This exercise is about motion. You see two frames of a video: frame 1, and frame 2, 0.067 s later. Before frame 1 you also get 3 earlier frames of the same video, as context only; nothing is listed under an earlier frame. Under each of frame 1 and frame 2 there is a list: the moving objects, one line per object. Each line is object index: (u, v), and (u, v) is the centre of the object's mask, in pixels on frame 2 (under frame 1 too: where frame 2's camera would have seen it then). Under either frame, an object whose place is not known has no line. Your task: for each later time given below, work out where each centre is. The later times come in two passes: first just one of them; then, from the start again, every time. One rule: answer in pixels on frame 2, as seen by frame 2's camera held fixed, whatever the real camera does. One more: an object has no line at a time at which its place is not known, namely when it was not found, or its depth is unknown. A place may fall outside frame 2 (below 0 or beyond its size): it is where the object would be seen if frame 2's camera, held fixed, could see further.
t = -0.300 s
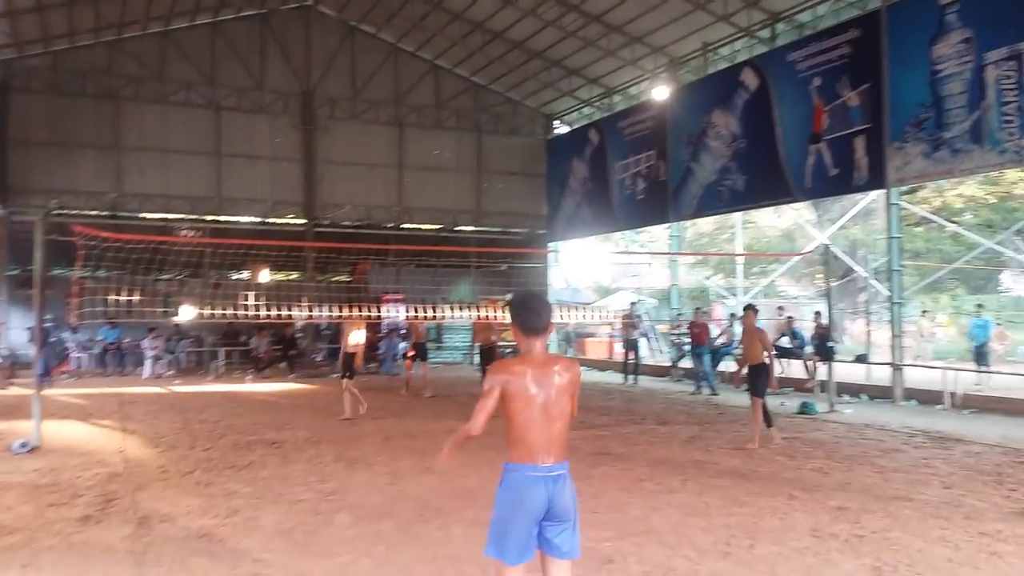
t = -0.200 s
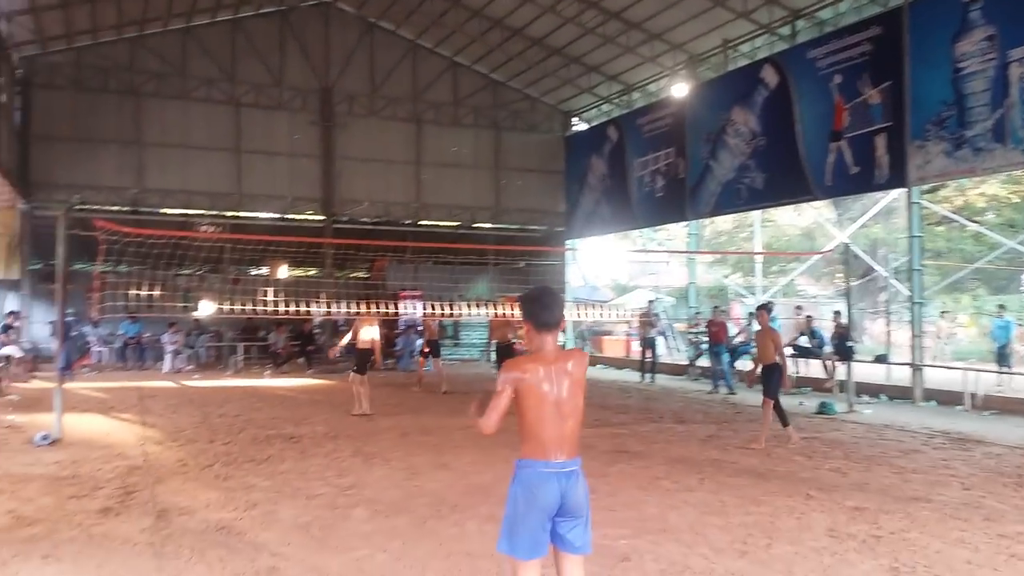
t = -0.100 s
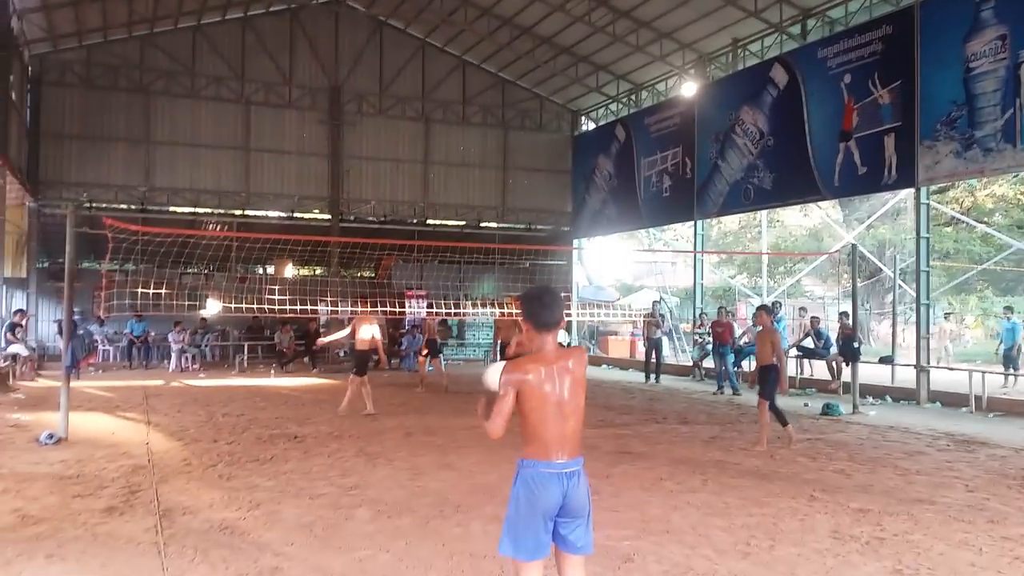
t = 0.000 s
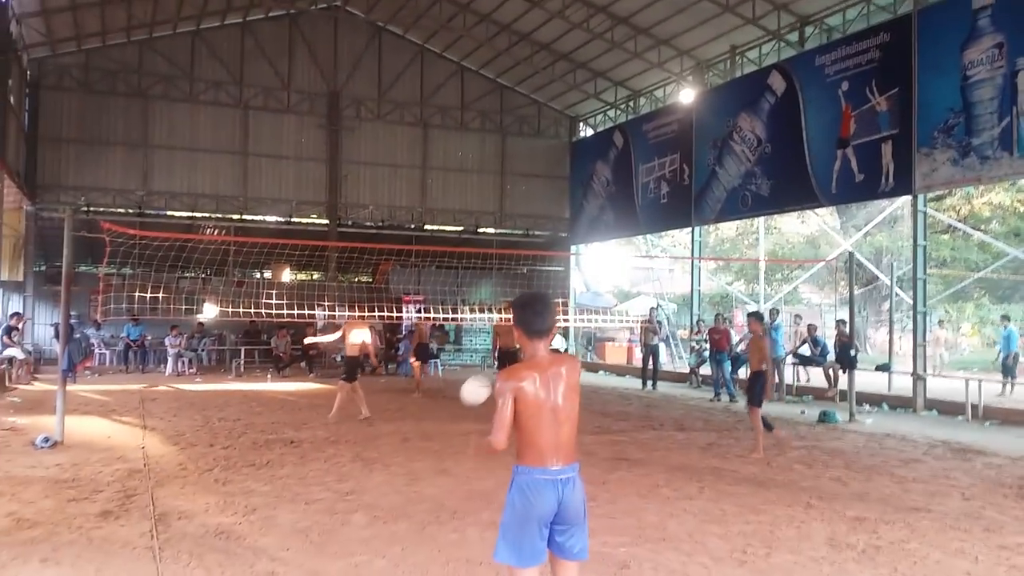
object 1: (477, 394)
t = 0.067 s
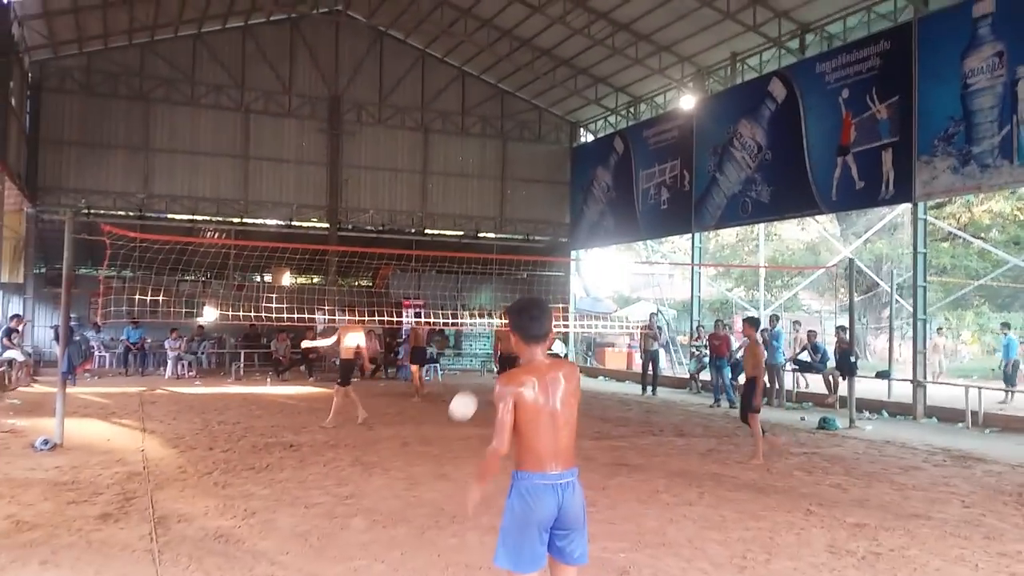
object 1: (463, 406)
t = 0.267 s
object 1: (435, 460)
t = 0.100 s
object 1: (457, 413)
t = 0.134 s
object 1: (452, 421)
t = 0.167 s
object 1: (447, 430)
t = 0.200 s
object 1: (443, 439)
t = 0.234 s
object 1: (439, 449)
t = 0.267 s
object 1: (435, 460)
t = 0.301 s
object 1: (432, 459)
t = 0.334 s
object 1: (432, 445)
